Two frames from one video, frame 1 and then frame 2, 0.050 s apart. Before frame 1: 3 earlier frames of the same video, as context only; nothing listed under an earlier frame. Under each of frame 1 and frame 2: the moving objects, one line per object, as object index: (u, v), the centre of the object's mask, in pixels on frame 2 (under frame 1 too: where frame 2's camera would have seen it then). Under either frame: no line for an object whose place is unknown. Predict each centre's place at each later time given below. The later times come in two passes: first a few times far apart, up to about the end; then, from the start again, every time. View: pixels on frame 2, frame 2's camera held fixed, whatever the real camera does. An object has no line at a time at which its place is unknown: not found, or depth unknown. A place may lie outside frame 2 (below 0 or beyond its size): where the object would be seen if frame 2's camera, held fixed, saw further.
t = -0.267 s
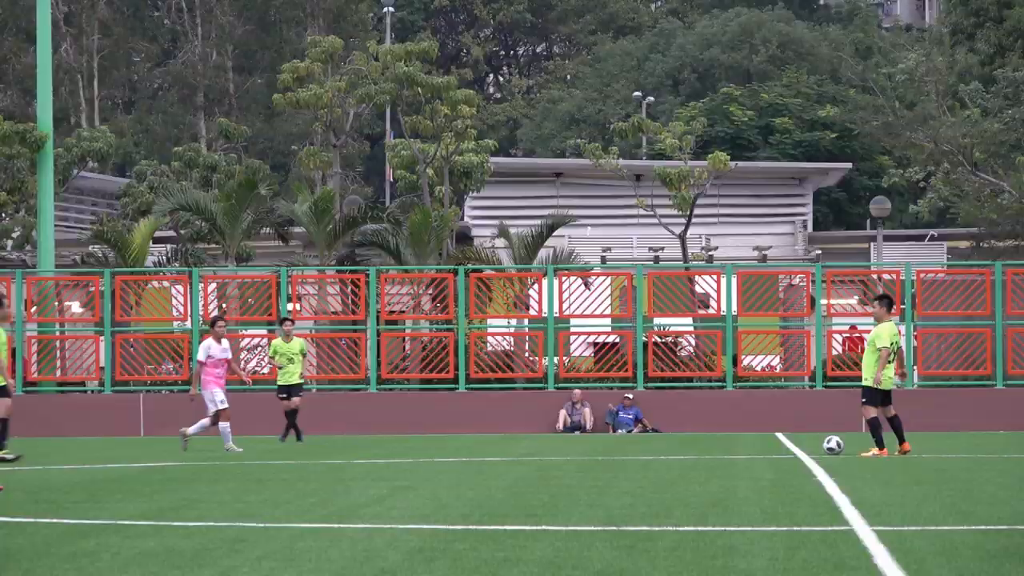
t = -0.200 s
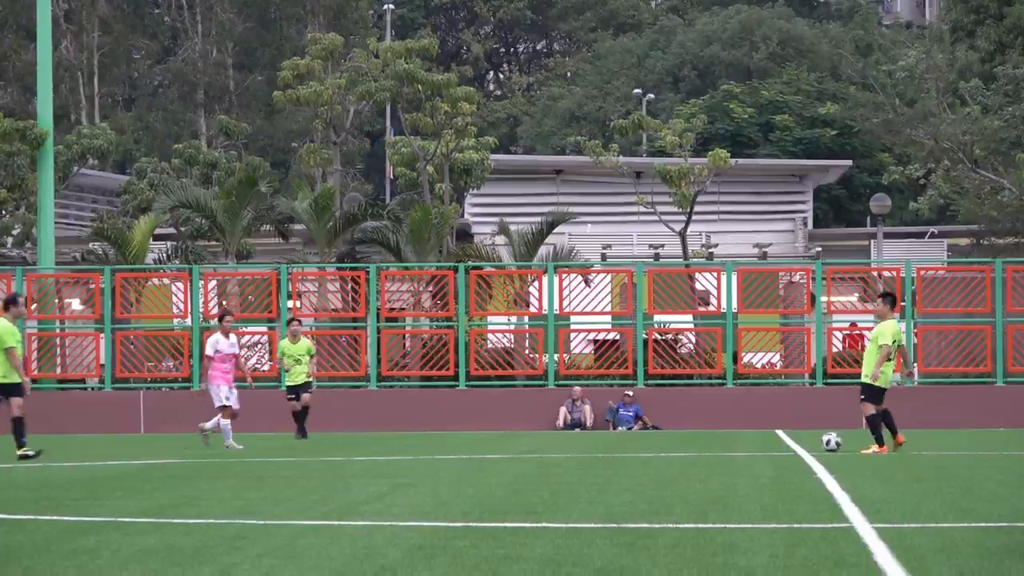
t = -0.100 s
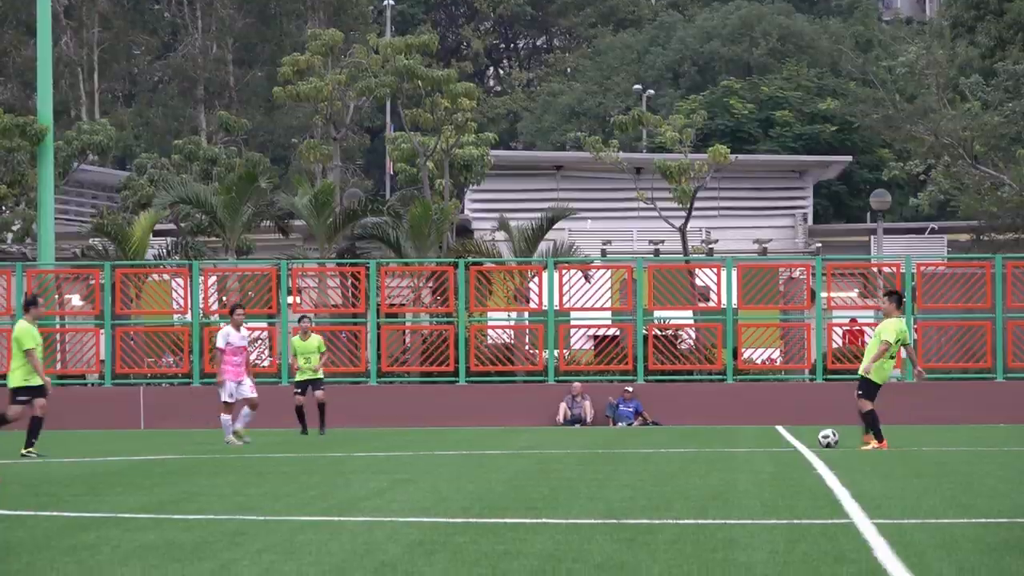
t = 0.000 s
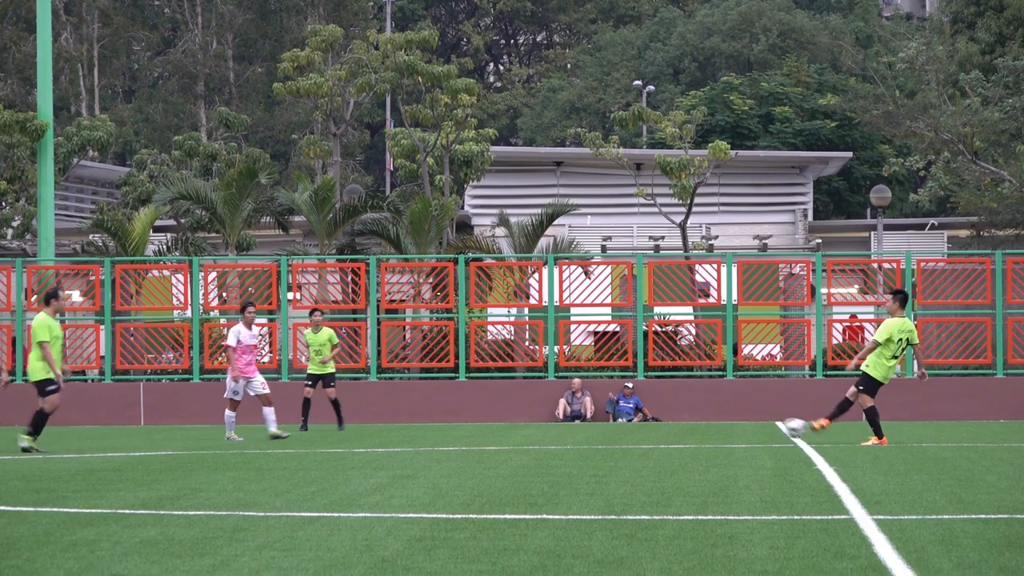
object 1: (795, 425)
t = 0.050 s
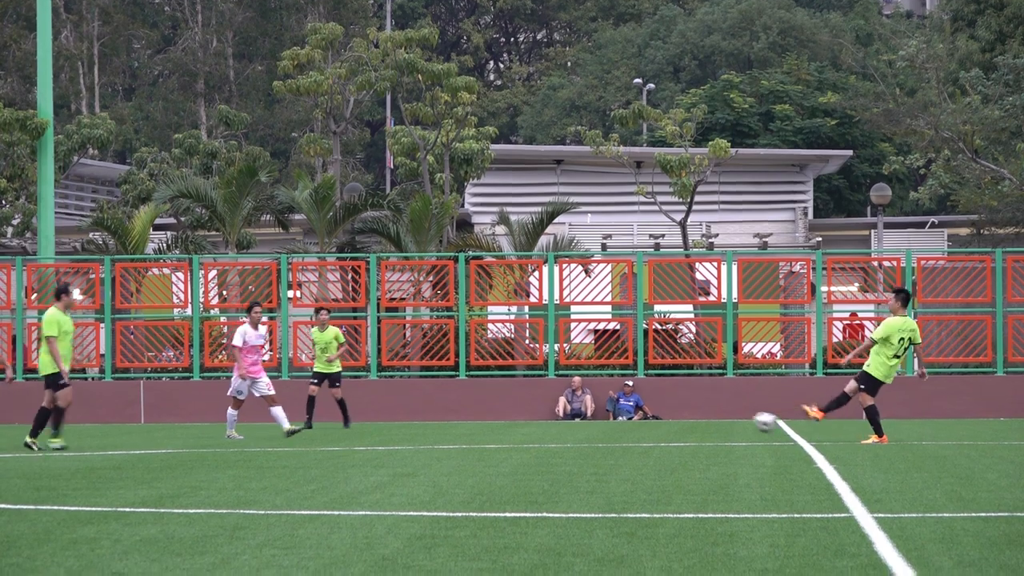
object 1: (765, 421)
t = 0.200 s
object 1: (675, 424)
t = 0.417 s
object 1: (566, 428)
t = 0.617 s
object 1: (488, 434)
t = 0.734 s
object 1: (454, 430)
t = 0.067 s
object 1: (754, 420)
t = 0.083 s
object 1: (745, 420)
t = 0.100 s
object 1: (735, 420)
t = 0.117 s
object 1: (725, 419)
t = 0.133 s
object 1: (715, 420)
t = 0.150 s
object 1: (705, 420)
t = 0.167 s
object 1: (695, 421)
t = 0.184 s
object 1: (684, 422)
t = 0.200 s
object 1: (675, 424)
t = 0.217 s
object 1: (665, 425)
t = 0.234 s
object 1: (655, 427)
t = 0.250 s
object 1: (645, 429)
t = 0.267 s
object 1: (635, 431)
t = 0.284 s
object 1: (625, 433)
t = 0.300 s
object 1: (615, 435)
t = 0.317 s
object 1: (608, 434)
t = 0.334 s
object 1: (601, 432)
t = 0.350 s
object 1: (594, 431)
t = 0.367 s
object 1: (587, 430)
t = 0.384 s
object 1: (580, 429)
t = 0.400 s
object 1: (573, 428)
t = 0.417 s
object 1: (566, 428)
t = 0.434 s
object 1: (560, 428)
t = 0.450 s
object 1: (553, 428)
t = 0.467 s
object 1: (546, 428)
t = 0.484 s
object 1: (539, 429)
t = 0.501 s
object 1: (532, 429)
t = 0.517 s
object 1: (525, 430)
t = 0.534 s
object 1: (519, 432)
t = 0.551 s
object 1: (512, 434)
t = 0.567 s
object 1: (505, 435)
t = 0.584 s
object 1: (499, 436)
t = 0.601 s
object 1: (493, 435)
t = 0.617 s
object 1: (488, 434)
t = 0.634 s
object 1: (483, 433)
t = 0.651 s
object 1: (478, 432)
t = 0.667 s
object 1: (473, 431)
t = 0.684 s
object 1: (468, 430)
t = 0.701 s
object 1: (463, 430)
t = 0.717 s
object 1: (458, 429)
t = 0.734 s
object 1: (454, 430)
